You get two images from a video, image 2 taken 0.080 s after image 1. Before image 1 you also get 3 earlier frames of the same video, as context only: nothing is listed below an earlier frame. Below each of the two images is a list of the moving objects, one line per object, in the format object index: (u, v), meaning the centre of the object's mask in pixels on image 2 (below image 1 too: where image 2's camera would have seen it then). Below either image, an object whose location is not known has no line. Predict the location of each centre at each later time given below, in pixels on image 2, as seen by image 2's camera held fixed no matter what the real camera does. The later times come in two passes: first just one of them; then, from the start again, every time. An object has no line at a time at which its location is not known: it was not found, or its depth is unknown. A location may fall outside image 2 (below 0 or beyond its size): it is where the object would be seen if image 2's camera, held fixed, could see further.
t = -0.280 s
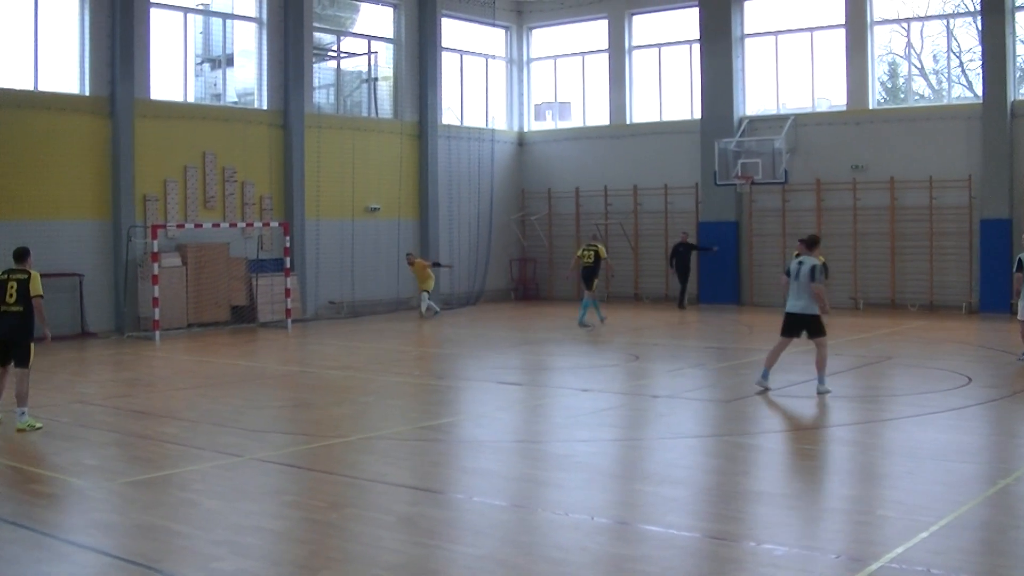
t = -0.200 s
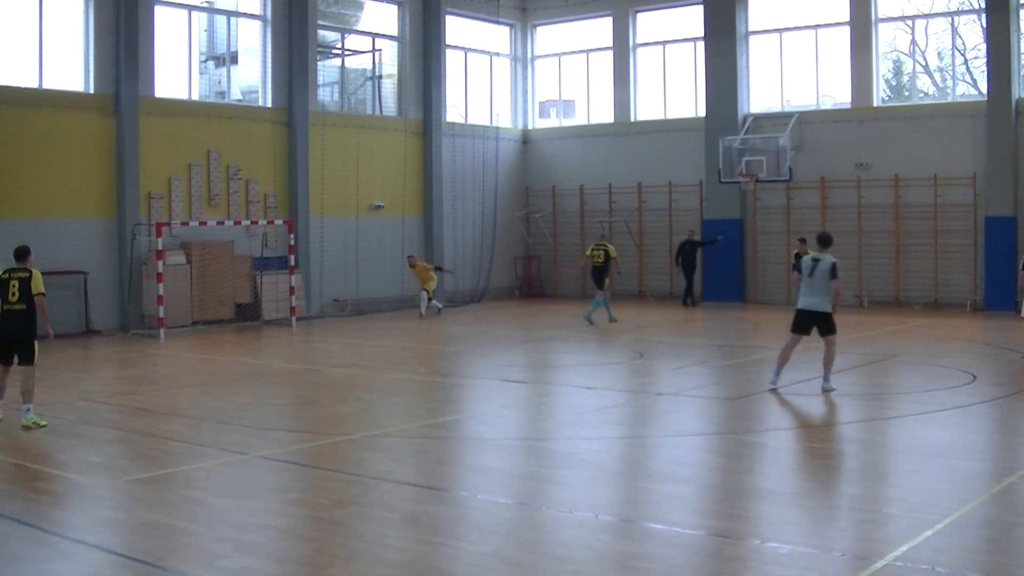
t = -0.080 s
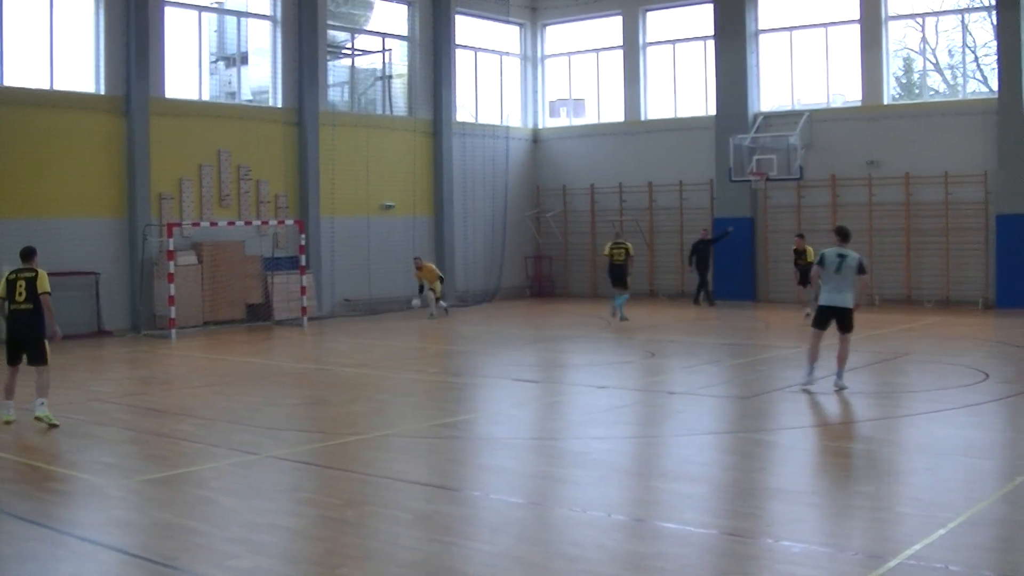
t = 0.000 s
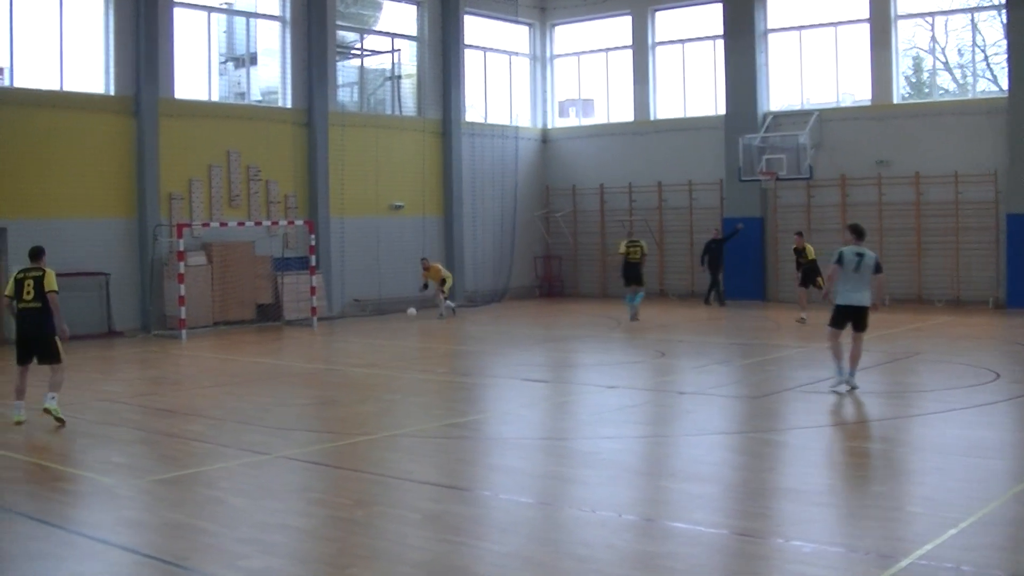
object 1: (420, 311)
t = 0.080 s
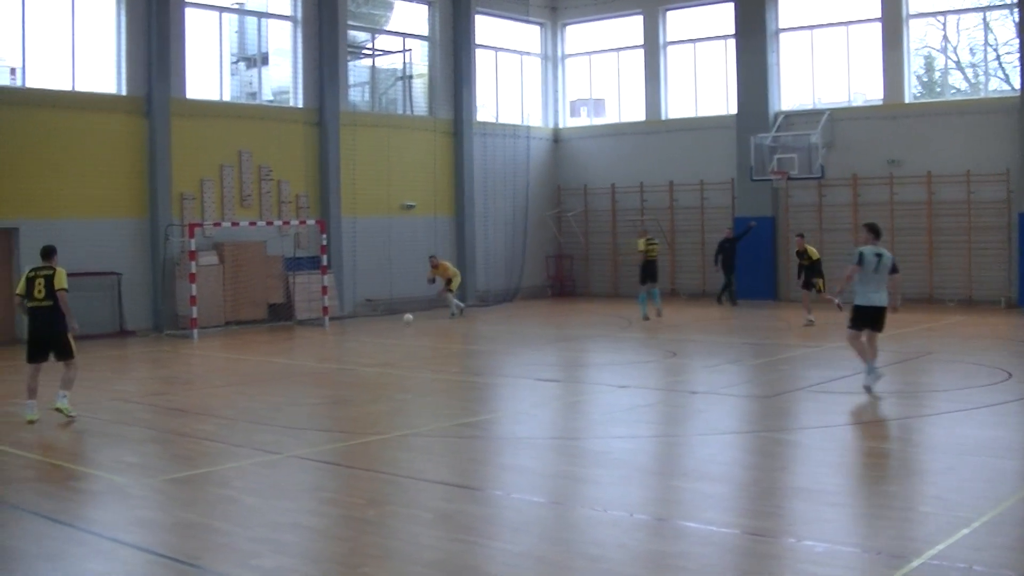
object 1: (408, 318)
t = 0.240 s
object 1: (384, 324)
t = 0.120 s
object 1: (402, 318)
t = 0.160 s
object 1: (397, 319)
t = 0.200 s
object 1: (391, 321)
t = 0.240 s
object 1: (384, 324)
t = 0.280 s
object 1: (377, 329)
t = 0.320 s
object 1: (371, 331)
